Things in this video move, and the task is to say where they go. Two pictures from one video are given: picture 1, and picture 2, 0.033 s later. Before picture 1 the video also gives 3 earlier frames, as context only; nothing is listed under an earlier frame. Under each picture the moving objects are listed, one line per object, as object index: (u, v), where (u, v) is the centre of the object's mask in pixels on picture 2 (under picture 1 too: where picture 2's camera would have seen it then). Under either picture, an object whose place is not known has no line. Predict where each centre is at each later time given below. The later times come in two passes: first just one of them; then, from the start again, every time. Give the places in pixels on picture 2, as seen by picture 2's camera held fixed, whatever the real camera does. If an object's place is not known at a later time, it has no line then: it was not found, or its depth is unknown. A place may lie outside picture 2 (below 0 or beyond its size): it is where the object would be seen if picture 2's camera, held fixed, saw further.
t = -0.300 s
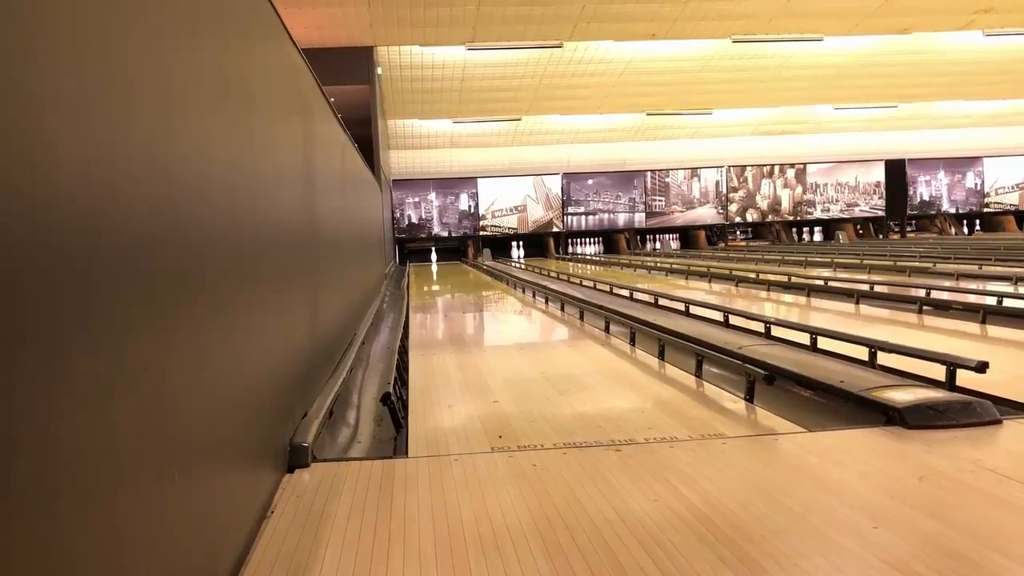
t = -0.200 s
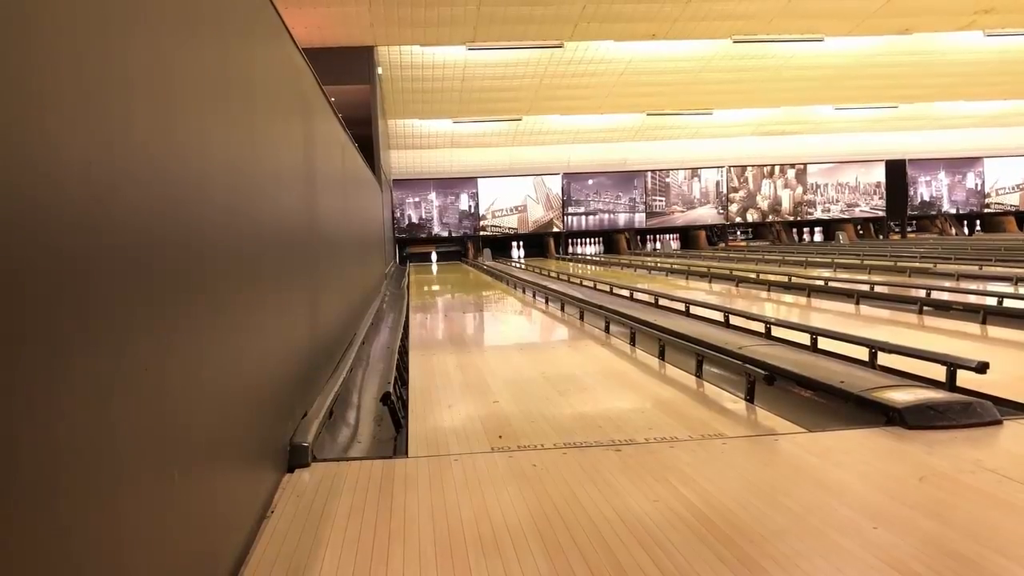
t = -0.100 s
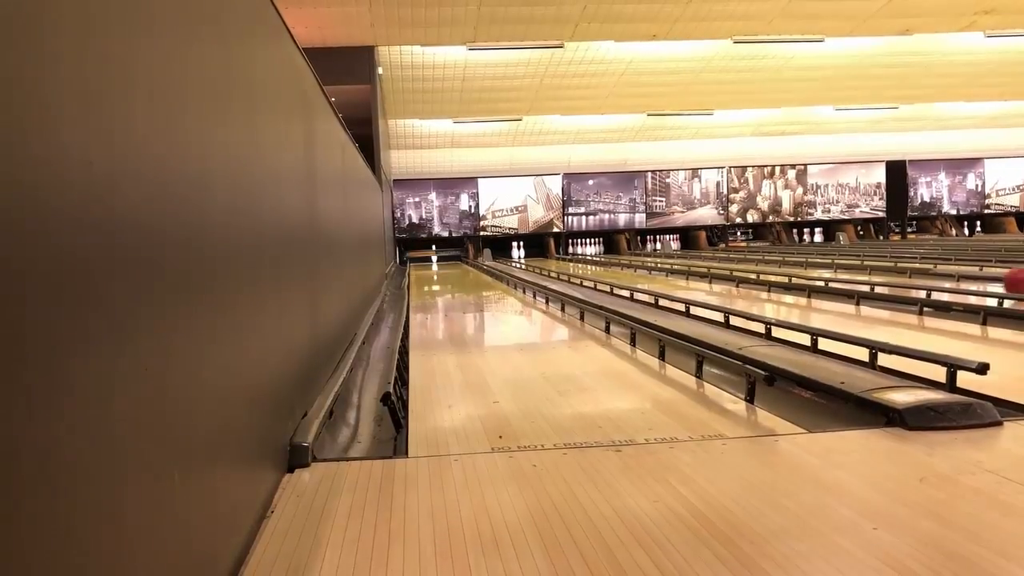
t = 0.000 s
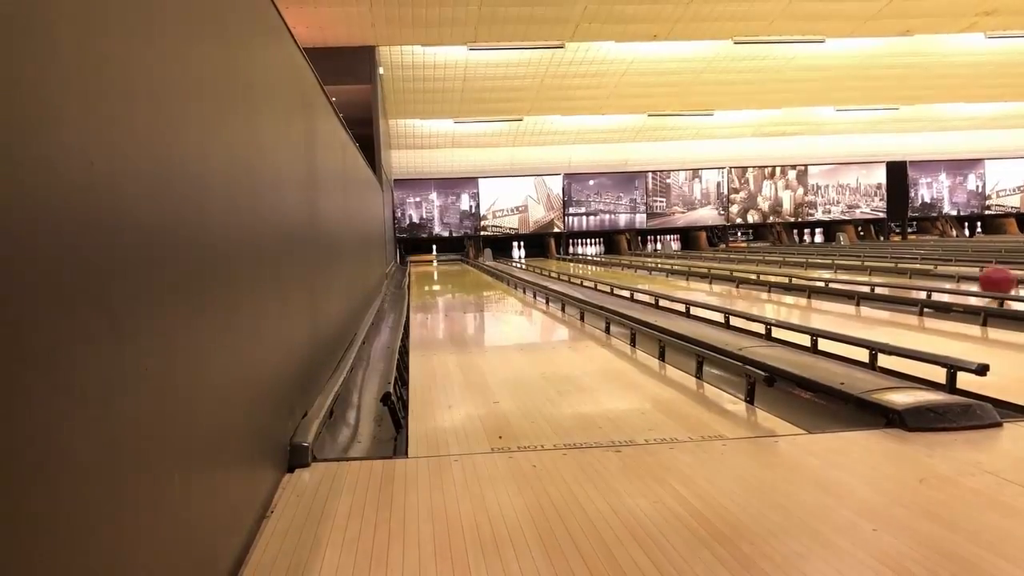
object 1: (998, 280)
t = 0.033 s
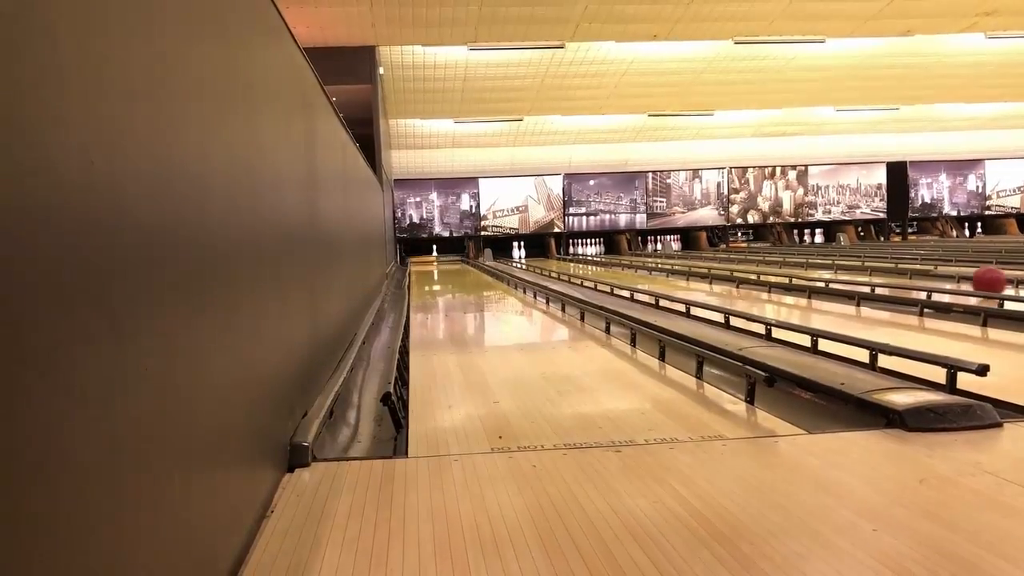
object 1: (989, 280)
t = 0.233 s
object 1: (945, 276)
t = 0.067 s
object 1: (981, 279)
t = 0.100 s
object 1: (974, 279)
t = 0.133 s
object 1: (966, 278)
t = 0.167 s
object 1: (960, 278)
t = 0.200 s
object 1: (952, 277)
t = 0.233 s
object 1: (945, 276)
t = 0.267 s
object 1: (939, 276)
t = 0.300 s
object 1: (932, 275)
